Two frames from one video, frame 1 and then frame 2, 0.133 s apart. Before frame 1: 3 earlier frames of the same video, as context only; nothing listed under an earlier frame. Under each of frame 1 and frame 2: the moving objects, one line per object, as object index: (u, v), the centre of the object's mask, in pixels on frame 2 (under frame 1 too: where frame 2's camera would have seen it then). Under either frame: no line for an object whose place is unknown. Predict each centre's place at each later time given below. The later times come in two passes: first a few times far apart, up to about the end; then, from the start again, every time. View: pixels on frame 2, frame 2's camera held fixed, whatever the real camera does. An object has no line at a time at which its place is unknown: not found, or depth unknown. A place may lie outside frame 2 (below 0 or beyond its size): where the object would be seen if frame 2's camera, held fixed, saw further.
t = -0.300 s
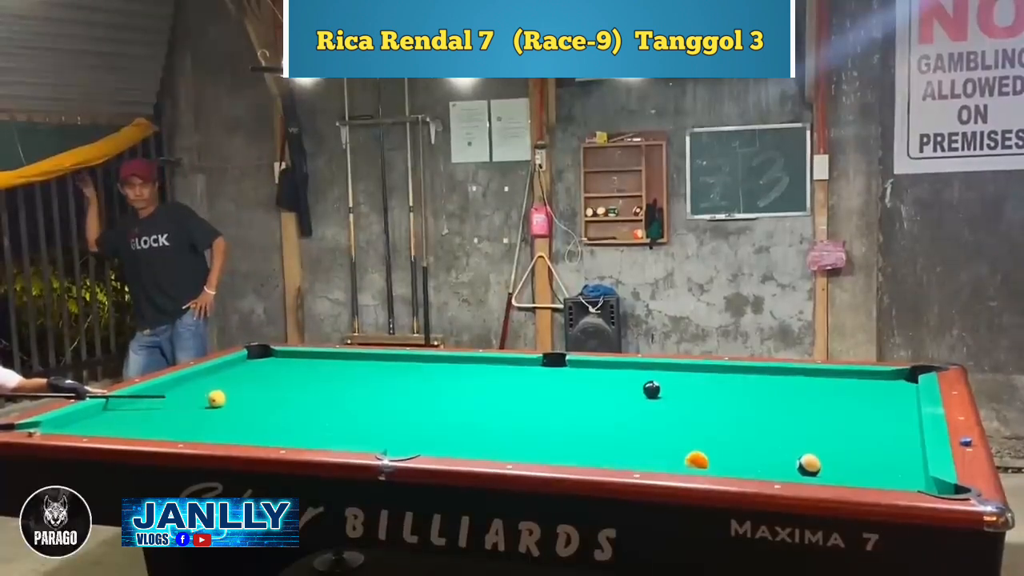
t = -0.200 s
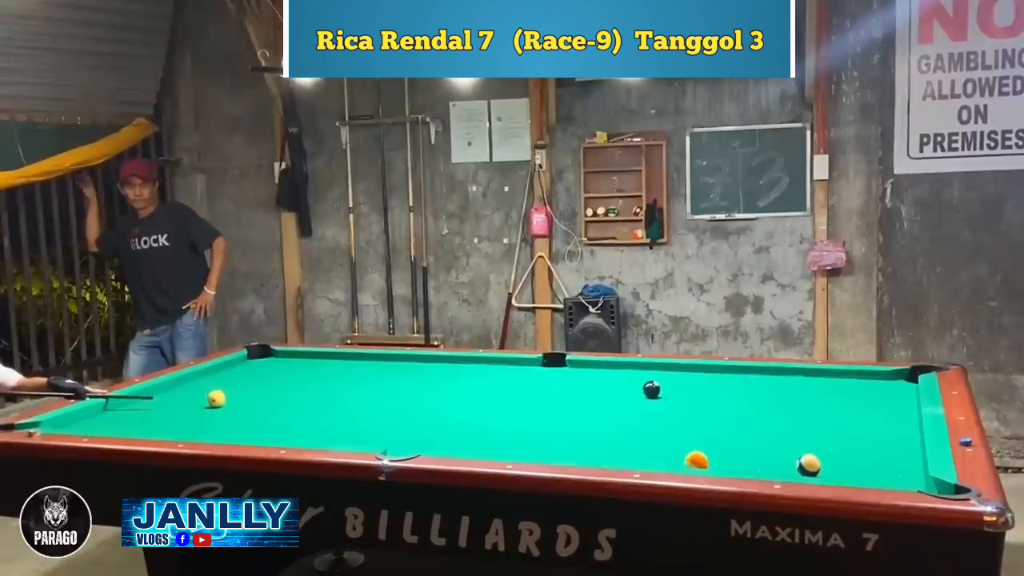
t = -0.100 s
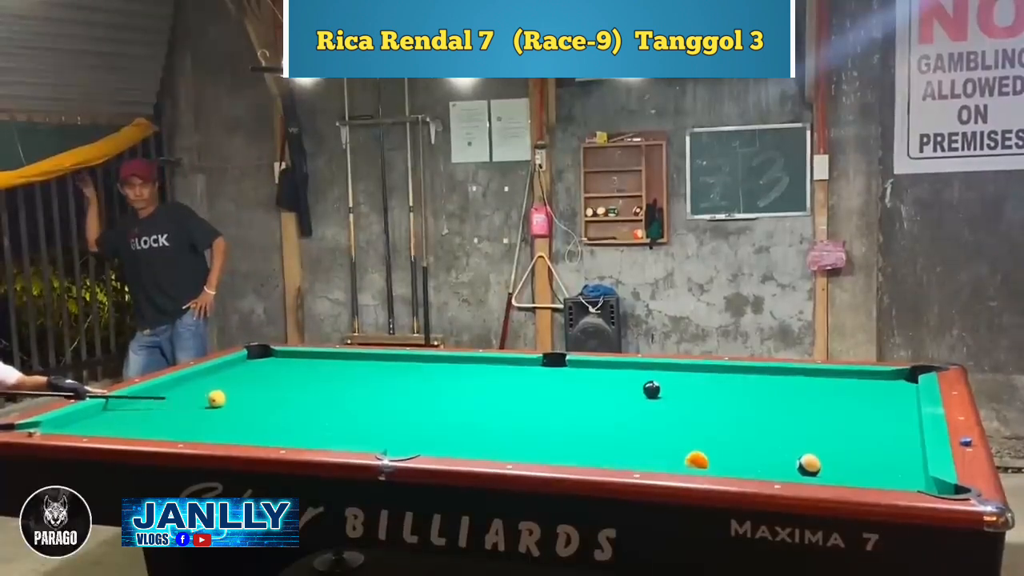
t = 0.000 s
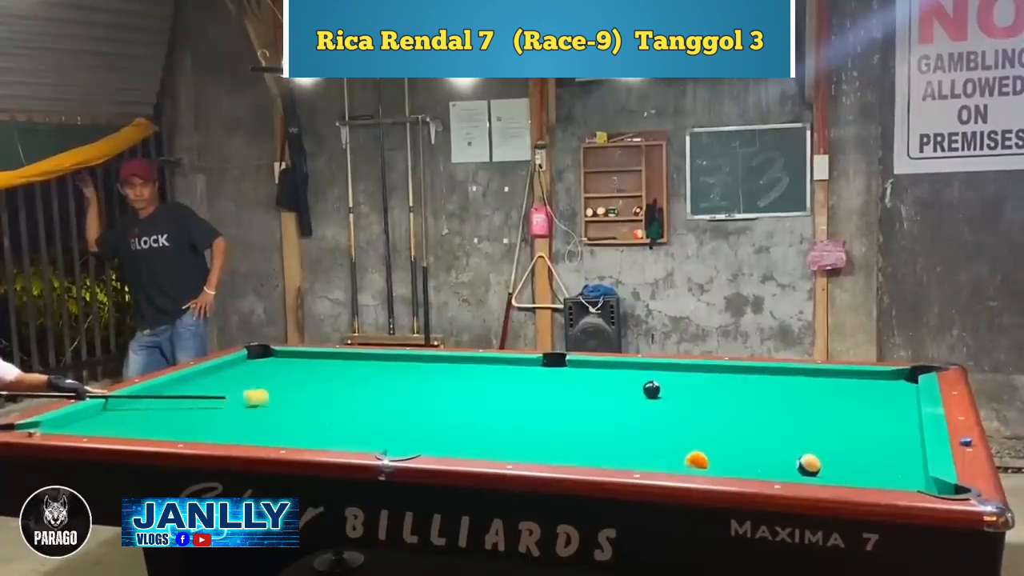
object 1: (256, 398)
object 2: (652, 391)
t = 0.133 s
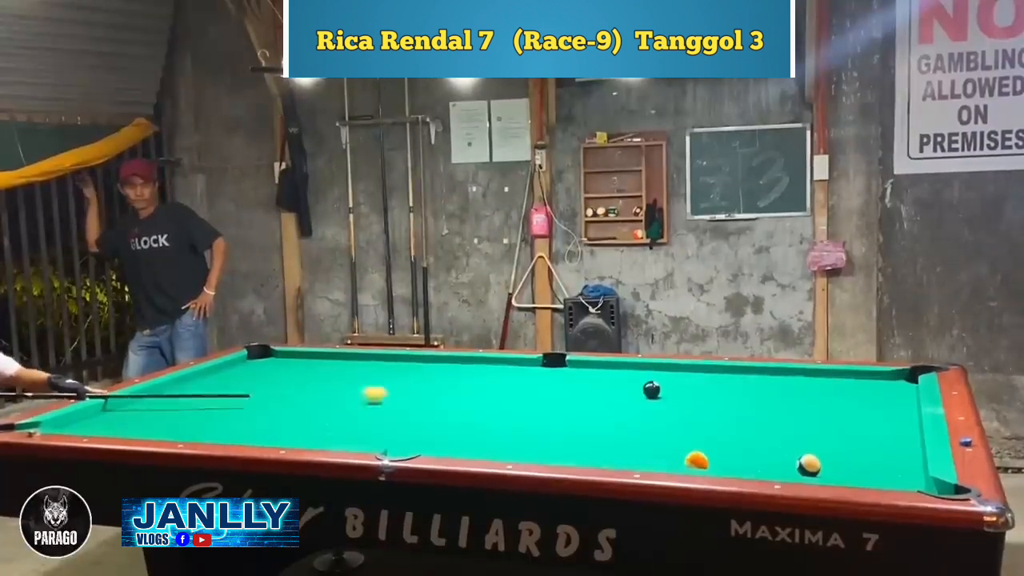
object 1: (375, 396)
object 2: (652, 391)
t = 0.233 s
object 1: (455, 393)
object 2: (652, 390)
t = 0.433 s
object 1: (615, 390)
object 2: (652, 390)
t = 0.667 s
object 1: (660, 393)
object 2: (799, 386)
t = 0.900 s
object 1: (713, 395)
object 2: (900, 379)
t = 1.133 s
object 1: (767, 398)
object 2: (831, 373)
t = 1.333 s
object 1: (813, 400)
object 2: (786, 374)
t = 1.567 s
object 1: (867, 402)
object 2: (736, 375)
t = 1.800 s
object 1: (905, 404)
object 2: (688, 376)
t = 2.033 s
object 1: (872, 405)
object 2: (641, 377)
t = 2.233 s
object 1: (846, 405)
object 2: (604, 377)
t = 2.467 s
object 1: (818, 405)
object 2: (561, 378)
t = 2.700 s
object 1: (789, 405)
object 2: (520, 379)
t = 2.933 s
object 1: (764, 405)
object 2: (481, 380)
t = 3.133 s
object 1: (743, 406)
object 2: (449, 380)
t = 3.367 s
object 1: (721, 406)
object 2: (412, 381)
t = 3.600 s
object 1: (700, 406)
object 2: (377, 382)
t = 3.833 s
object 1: (682, 406)
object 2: (343, 383)
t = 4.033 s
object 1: (667, 406)
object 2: (316, 383)
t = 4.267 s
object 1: (651, 406)
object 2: (285, 384)
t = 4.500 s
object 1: (637, 406)
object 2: (256, 384)
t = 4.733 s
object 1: (624, 406)
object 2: (228, 385)
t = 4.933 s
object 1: (615, 406)
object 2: (205, 385)
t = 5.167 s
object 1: (605, 406)
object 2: (179, 386)
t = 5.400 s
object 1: (597, 406)
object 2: (165, 387)
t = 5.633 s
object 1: (590, 407)
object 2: (174, 388)
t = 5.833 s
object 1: (585, 407)
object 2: (181, 389)
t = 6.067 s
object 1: (581, 406)
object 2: (188, 390)
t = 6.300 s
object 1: (577, 407)
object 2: (195, 392)
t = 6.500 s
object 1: (576, 407)
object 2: (200, 393)
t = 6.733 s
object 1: (576, 407)
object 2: (206, 394)
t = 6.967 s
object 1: (576, 407)
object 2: (211, 395)
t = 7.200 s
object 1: (576, 407)
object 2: (214, 395)
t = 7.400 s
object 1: (576, 407)
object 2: (217, 395)
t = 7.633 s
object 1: (576, 407)
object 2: (219, 396)
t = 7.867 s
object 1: (576, 407)
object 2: (220, 396)
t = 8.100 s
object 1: (576, 407)
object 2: (221, 396)
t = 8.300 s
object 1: (576, 407)
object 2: (221, 396)
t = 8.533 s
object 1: (576, 407)
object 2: (221, 396)
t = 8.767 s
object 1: (576, 407)
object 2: (221, 396)
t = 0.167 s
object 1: (402, 394)
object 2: (652, 390)
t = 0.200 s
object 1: (429, 393)
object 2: (652, 390)
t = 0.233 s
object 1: (455, 393)
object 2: (652, 390)
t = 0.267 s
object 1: (482, 393)
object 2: (652, 390)
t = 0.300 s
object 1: (509, 392)
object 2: (652, 390)
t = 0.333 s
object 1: (535, 392)
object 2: (652, 390)
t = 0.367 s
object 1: (562, 391)
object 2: (652, 390)
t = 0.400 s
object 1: (589, 391)
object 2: (652, 390)
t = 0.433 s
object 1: (615, 390)
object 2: (652, 390)
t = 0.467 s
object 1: (635, 390)
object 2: (661, 390)
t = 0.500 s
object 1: (636, 391)
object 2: (685, 389)
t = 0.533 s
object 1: (639, 392)
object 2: (710, 388)
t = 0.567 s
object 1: (643, 392)
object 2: (734, 388)
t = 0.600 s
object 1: (647, 392)
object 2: (755, 387)
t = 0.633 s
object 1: (654, 393)
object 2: (778, 386)
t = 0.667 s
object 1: (660, 393)
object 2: (799, 386)
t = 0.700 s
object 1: (668, 394)
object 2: (819, 385)
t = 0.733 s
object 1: (676, 394)
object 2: (838, 384)
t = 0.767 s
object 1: (683, 394)
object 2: (857, 384)
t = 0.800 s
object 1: (691, 394)
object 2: (874, 384)
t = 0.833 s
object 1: (698, 395)
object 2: (892, 383)
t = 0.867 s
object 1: (706, 395)
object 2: (910, 381)
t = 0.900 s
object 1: (713, 395)
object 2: (900, 379)
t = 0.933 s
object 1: (721, 396)
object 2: (887, 379)
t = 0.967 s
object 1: (729, 396)
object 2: (875, 377)
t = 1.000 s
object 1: (736, 396)
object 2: (865, 377)
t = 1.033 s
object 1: (744, 397)
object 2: (855, 375)
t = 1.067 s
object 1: (751, 397)
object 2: (848, 374)
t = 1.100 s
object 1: (759, 397)
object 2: (838, 373)
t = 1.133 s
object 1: (767, 398)
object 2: (831, 373)
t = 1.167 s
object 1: (774, 398)
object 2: (823, 373)
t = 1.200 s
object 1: (782, 399)
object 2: (815, 373)
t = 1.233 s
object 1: (790, 399)
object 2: (808, 373)
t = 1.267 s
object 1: (798, 399)
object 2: (802, 374)
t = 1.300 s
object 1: (805, 400)
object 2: (794, 374)
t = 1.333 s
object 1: (813, 400)
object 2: (786, 374)
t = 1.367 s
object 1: (821, 400)
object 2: (779, 375)
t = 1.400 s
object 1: (828, 401)
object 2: (771, 375)
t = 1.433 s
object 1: (836, 401)
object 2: (764, 375)
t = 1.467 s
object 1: (844, 401)
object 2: (757, 375)
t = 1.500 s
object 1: (851, 402)
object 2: (750, 375)
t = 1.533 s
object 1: (859, 402)
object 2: (743, 375)
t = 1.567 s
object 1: (867, 402)
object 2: (736, 375)
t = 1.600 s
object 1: (875, 403)
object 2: (729, 375)
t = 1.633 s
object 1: (882, 403)
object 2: (722, 375)
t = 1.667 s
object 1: (890, 403)
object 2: (715, 375)
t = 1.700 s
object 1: (898, 403)
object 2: (708, 376)
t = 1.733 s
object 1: (906, 404)
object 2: (701, 376)
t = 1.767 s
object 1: (911, 404)
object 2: (695, 376)
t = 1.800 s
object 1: (905, 404)
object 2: (688, 376)
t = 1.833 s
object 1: (900, 404)
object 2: (681, 376)
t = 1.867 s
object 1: (895, 404)
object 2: (674, 376)
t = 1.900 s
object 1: (891, 404)
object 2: (668, 377)
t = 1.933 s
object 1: (886, 404)
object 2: (661, 377)
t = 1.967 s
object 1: (881, 404)
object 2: (655, 377)
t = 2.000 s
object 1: (877, 404)
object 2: (649, 377)
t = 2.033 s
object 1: (872, 405)
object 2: (641, 377)
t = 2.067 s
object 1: (868, 405)
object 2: (636, 377)
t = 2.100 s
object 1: (863, 405)
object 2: (629, 377)
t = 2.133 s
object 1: (859, 405)
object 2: (622, 377)
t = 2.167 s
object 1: (855, 405)
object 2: (616, 377)
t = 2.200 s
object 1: (850, 405)
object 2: (610, 377)
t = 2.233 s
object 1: (846, 405)
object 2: (604, 377)
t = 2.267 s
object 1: (842, 405)
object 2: (597, 377)
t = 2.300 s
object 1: (838, 405)
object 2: (592, 378)
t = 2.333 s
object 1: (834, 405)
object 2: (585, 378)
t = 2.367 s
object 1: (830, 405)
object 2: (580, 378)
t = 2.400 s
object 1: (826, 405)
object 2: (573, 378)
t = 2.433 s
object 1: (821, 405)
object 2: (567, 378)
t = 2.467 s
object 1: (818, 405)
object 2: (561, 378)
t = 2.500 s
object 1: (813, 405)
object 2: (555, 378)
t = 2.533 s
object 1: (809, 405)
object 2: (549, 379)
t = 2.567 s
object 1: (805, 405)
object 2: (543, 379)
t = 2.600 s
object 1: (801, 405)
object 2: (538, 379)
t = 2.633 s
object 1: (797, 405)
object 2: (532, 379)
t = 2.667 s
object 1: (793, 405)
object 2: (526, 379)
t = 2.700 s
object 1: (789, 405)
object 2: (520, 379)
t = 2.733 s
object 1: (786, 405)
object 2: (514, 379)
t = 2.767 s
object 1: (782, 405)
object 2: (509, 379)
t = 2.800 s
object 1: (778, 405)
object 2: (503, 379)
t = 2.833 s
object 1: (775, 405)
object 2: (497, 379)
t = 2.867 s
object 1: (771, 405)
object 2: (492, 380)
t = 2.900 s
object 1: (767, 405)
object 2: (486, 379)
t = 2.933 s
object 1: (764, 405)
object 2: (481, 380)
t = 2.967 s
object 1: (760, 405)
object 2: (476, 380)
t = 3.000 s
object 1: (757, 405)
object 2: (470, 380)
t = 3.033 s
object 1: (753, 405)
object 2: (465, 380)
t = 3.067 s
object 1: (750, 405)
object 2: (459, 380)
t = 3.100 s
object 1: (746, 405)
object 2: (454, 380)
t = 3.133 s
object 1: (743, 406)
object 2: (449, 380)
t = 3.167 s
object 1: (740, 405)
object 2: (443, 380)
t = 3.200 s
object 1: (737, 406)
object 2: (438, 380)
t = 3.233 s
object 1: (733, 406)
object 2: (432, 381)
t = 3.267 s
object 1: (730, 406)
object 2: (427, 381)
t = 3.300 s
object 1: (727, 406)
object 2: (422, 381)
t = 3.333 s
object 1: (724, 405)
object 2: (417, 381)
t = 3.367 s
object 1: (721, 406)
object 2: (412, 381)
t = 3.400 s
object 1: (718, 405)
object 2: (407, 381)
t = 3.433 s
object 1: (715, 405)
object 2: (402, 381)
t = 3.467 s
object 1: (712, 406)
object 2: (397, 381)
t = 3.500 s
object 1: (709, 406)
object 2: (392, 381)
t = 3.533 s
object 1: (706, 406)
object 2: (387, 382)
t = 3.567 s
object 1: (703, 406)
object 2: (382, 381)
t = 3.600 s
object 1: (700, 406)
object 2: (377, 382)
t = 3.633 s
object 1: (697, 406)
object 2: (372, 382)
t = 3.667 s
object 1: (695, 406)
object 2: (368, 382)
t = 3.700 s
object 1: (692, 406)
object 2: (363, 382)
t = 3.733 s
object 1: (690, 406)
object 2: (358, 382)
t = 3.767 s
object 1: (687, 406)
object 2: (353, 382)
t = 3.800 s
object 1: (684, 406)
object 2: (348, 382)
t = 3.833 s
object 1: (682, 406)
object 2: (343, 383)
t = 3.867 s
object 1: (679, 406)
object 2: (339, 382)
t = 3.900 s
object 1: (676, 406)
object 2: (334, 383)
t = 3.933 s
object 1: (674, 406)
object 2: (330, 382)
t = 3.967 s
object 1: (671, 406)
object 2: (325, 383)
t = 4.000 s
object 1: (669, 406)
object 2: (321, 383)
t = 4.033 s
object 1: (667, 406)
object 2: (316, 383)
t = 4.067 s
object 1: (664, 406)
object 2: (311, 383)
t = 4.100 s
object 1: (662, 406)
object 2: (307, 383)
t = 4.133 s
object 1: (660, 406)
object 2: (303, 383)
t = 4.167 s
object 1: (657, 406)
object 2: (298, 383)
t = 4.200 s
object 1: (655, 406)
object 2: (294, 383)
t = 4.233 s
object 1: (653, 406)
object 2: (289, 383)
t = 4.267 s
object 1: (651, 406)
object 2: (285, 384)
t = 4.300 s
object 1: (649, 406)
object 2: (281, 384)
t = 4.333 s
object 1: (647, 406)
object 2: (277, 384)
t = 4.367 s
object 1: (645, 406)
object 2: (272, 384)
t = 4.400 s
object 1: (643, 406)
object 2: (268, 384)
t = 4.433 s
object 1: (641, 406)
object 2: (264, 384)
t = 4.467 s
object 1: (639, 406)
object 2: (260, 384)
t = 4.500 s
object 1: (637, 406)
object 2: (256, 384)
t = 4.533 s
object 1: (635, 406)
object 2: (252, 384)
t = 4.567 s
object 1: (633, 406)
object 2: (247, 384)
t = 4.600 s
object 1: (631, 406)
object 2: (244, 384)
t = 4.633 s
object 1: (629, 406)
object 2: (240, 385)
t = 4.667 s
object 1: (627, 406)
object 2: (236, 384)
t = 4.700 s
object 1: (626, 406)
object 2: (231, 385)
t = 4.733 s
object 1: (624, 406)
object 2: (228, 385)
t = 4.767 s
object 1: (623, 406)
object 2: (224, 385)
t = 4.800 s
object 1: (621, 406)
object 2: (220, 385)
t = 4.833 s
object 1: (619, 406)
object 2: (216, 385)
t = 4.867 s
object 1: (618, 406)
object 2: (212, 385)
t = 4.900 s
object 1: (616, 406)
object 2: (208, 385)
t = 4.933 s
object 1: (615, 406)
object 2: (205, 385)
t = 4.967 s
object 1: (613, 406)
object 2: (201, 385)
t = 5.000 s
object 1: (612, 406)
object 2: (197, 386)
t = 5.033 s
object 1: (610, 406)
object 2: (193, 386)
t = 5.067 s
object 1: (609, 406)
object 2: (190, 386)
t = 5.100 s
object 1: (608, 406)
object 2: (186, 386)
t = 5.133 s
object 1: (606, 406)
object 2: (183, 386)
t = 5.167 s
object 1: (605, 406)
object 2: (179, 386)
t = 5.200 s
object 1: (604, 406)
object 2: (176, 386)
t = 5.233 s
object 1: (602, 406)
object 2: (172, 386)
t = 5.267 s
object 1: (601, 406)
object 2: (169, 386)
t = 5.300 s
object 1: (600, 406)
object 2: (164, 387)
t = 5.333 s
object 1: (599, 406)
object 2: (161, 387)
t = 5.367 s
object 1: (598, 406)
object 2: (162, 387)
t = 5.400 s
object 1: (597, 406)
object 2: (165, 387)
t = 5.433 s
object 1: (595, 406)
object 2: (166, 387)
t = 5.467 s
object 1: (594, 406)
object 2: (168, 387)
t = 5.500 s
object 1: (593, 406)
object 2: (169, 387)
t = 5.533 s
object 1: (593, 407)
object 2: (170, 388)
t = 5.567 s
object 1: (591, 407)
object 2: (171, 388)
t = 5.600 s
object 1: (591, 407)
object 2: (172, 388)
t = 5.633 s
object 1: (590, 407)
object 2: (174, 388)
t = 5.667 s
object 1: (589, 407)
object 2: (175, 388)
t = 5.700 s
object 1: (588, 406)
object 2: (176, 388)
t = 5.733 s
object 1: (587, 406)
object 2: (177, 389)
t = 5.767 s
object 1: (587, 407)
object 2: (179, 389)
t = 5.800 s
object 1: (586, 406)
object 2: (180, 389)
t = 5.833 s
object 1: (585, 407)
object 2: (181, 389)
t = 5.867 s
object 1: (585, 407)
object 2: (182, 389)
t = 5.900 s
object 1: (584, 407)
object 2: (183, 390)
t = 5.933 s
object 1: (583, 407)
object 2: (184, 390)
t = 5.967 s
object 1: (582, 407)
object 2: (185, 390)
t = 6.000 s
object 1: (582, 407)
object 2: (186, 390)
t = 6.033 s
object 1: (581, 407)
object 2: (187, 390)
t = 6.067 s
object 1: (581, 406)
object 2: (188, 390)
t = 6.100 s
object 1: (580, 406)
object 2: (190, 390)
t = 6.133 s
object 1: (580, 406)
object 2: (190, 391)
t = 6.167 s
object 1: (579, 406)
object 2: (191, 391)
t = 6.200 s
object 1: (579, 406)
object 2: (192, 391)
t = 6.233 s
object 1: (578, 407)
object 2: (193, 391)
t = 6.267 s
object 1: (578, 406)
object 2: (194, 392)
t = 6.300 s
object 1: (577, 407)
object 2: (195, 392)
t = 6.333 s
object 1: (577, 407)
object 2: (196, 392)
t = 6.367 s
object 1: (576, 407)
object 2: (196, 393)
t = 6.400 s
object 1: (576, 407)
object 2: (197, 393)
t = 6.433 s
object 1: (576, 407)
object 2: (199, 393)
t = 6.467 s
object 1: (576, 407)
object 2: (199, 393)
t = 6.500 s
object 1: (576, 407)
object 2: (200, 393)
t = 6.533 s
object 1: (576, 407)
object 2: (201, 393)
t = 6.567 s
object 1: (576, 407)
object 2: (202, 393)
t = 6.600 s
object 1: (576, 407)
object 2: (203, 393)
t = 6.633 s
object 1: (576, 407)
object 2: (203, 394)
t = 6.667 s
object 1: (576, 407)
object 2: (204, 394)
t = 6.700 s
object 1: (576, 407)
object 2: (205, 394)
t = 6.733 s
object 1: (576, 407)
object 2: (206, 394)
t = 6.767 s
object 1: (576, 407)
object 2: (207, 394)
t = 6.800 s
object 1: (576, 407)
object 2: (208, 394)
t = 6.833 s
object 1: (576, 407)
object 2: (208, 394)
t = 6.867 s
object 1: (576, 407)
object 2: (209, 394)
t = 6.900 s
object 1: (576, 407)
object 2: (210, 395)
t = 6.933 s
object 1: (576, 407)
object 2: (210, 394)
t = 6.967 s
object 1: (576, 407)
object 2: (211, 395)
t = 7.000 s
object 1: (576, 407)
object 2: (212, 395)
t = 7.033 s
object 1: (576, 407)
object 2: (212, 395)
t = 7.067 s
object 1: (576, 407)
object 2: (213, 395)
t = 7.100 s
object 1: (576, 407)
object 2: (213, 395)
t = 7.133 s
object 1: (576, 407)
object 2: (214, 395)
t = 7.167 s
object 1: (576, 407)
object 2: (214, 395)
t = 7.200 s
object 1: (576, 407)
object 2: (214, 395)
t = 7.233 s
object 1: (576, 407)
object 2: (215, 395)
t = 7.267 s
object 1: (576, 407)
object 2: (216, 395)
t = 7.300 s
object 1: (576, 407)
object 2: (216, 395)
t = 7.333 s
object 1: (576, 407)
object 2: (216, 395)
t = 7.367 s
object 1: (576, 407)
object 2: (217, 395)
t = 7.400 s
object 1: (576, 407)
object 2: (217, 395)
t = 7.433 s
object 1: (576, 407)
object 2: (217, 395)
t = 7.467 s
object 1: (576, 407)
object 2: (218, 396)
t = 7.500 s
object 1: (576, 407)
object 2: (218, 396)
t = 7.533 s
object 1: (576, 407)
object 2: (218, 396)
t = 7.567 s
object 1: (576, 407)
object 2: (219, 396)
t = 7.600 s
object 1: (576, 407)
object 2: (219, 396)
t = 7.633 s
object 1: (576, 407)
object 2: (219, 396)
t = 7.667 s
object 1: (576, 407)
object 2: (219, 396)
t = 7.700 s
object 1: (576, 407)
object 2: (220, 396)
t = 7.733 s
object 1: (576, 407)
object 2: (220, 396)
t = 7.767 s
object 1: (576, 407)
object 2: (220, 396)
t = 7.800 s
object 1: (576, 407)
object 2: (220, 396)
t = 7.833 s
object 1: (576, 407)
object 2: (220, 396)
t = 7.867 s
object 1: (576, 407)
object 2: (220, 396)
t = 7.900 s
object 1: (576, 407)
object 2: (221, 396)
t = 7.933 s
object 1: (576, 407)
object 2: (221, 396)
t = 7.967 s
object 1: (576, 407)
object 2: (221, 396)
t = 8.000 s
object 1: (576, 407)
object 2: (221, 396)
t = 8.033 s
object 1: (576, 407)
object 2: (221, 396)
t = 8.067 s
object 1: (576, 407)
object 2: (221, 396)
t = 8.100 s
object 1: (576, 407)
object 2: (221, 396)
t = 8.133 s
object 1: (576, 407)
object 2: (221, 396)
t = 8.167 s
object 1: (576, 407)
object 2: (221, 396)
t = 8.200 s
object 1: (576, 407)
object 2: (221, 396)
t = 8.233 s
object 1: (576, 407)
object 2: (221, 396)
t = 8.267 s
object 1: (576, 407)
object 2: (221, 396)
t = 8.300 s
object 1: (576, 407)
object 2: (221, 396)
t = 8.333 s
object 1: (576, 407)
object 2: (221, 396)
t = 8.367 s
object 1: (576, 407)
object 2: (221, 396)
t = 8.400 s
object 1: (576, 407)
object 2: (221, 396)
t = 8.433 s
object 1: (576, 407)
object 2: (221, 396)
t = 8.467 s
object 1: (576, 407)
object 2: (221, 396)
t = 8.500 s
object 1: (576, 407)
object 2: (221, 396)
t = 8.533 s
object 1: (576, 407)
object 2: (221, 396)
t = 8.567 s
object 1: (576, 407)
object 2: (221, 396)
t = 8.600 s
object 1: (576, 407)
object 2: (221, 396)
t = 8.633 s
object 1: (576, 407)
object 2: (221, 396)
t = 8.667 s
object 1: (576, 407)
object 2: (221, 396)
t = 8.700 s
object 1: (576, 407)
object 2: (221, 396)
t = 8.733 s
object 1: (576, 407)
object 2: (221, 396)
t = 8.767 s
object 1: (576, 407)
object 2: (221, 396)
